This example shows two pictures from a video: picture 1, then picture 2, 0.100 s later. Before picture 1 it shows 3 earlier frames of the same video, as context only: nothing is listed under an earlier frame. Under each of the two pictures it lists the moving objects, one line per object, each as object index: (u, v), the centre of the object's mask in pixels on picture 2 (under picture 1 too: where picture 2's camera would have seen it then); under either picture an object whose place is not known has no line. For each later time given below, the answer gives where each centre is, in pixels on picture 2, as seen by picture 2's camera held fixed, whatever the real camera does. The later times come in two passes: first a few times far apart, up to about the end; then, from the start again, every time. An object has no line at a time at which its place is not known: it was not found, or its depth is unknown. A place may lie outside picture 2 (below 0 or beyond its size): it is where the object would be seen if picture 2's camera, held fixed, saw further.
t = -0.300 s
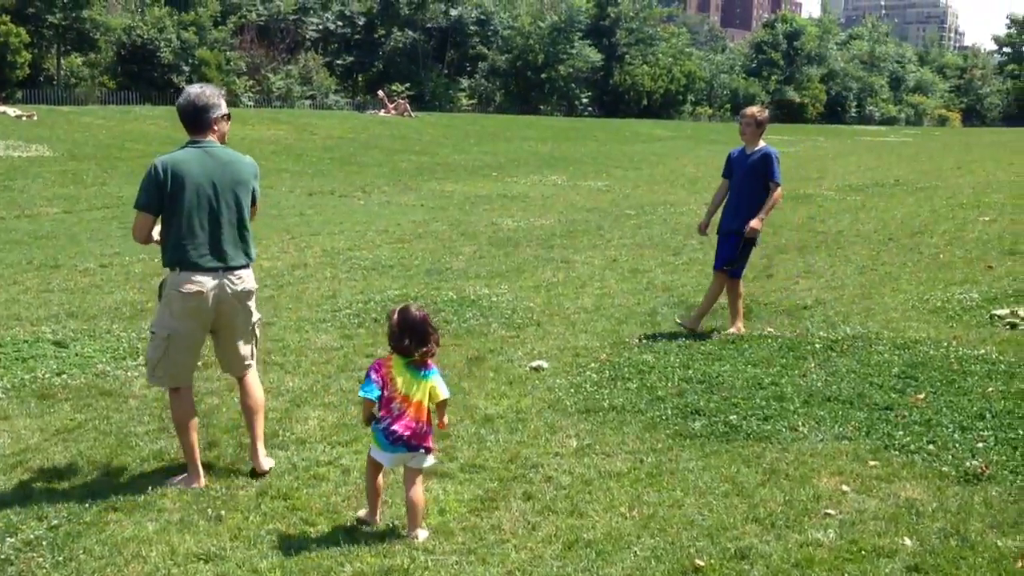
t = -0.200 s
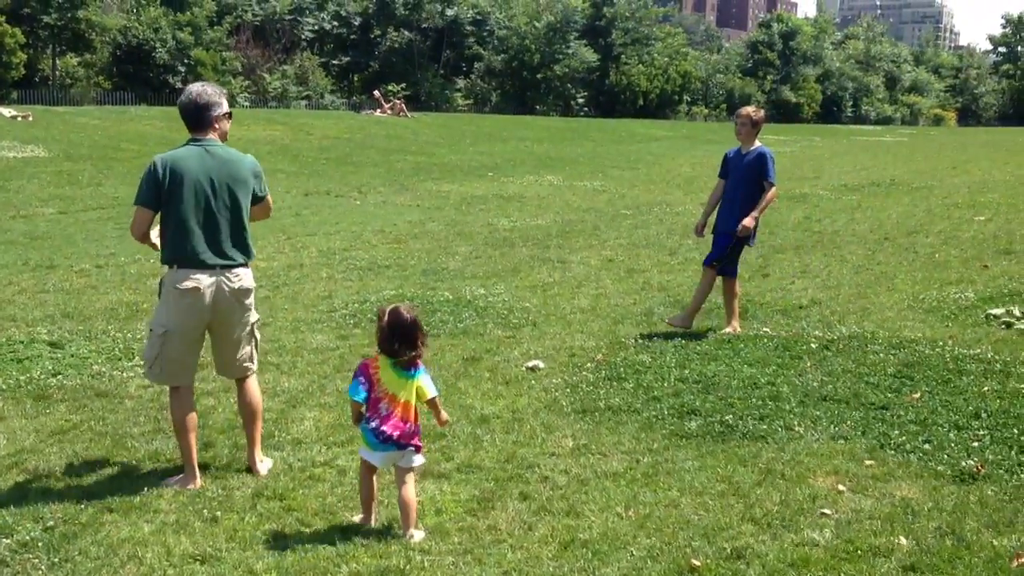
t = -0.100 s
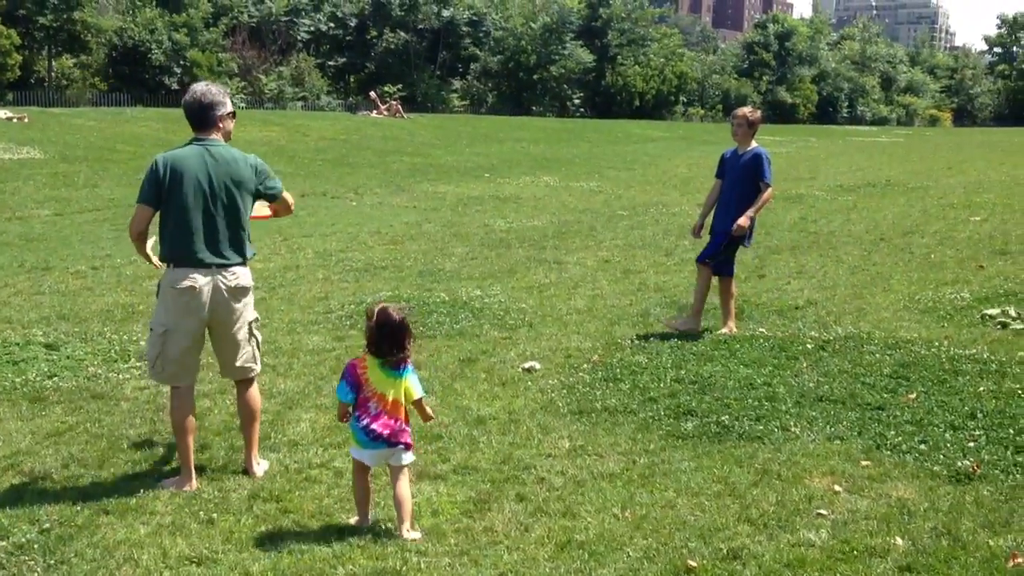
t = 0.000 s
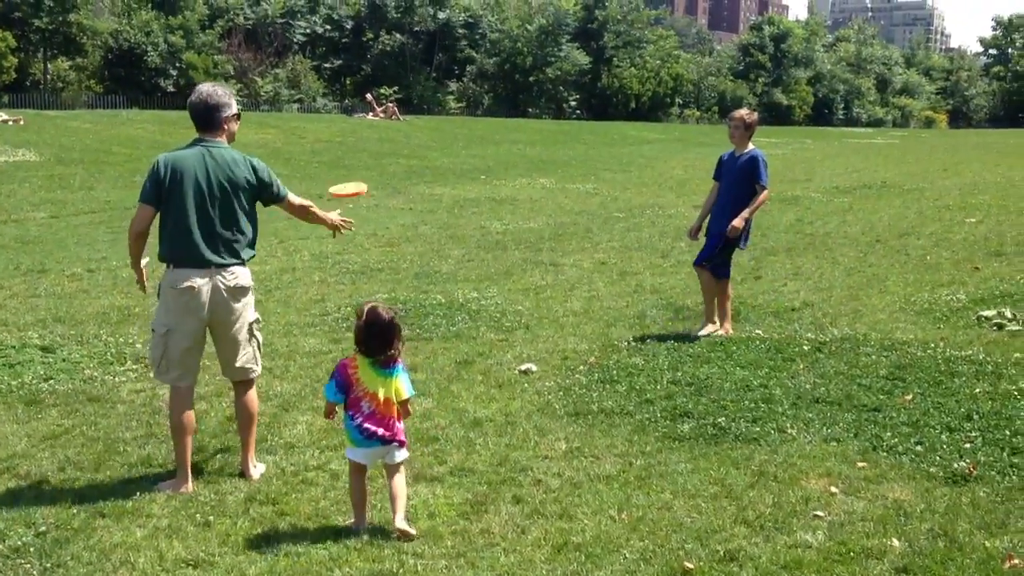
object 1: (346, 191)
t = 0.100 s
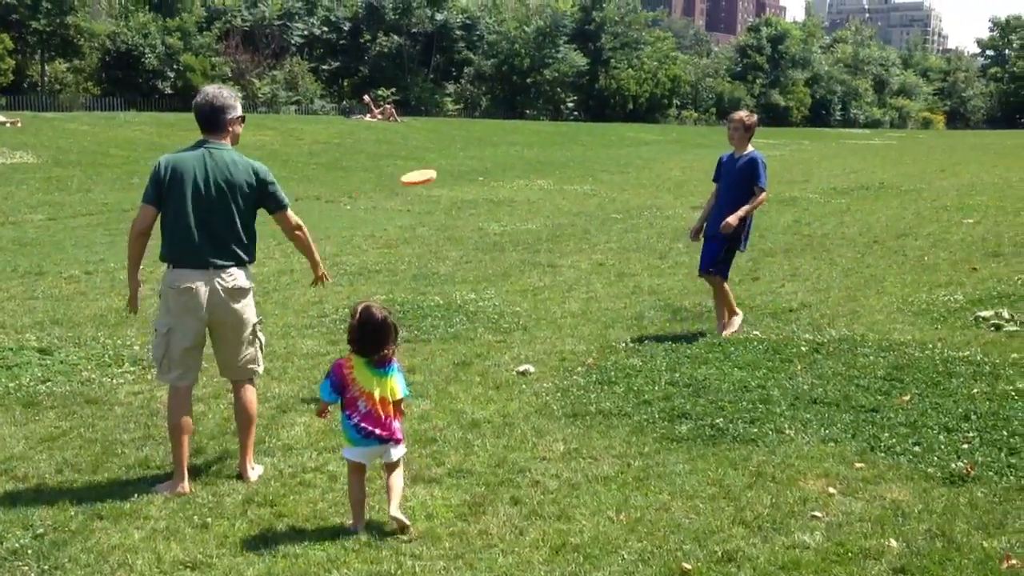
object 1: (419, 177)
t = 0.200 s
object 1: (477, 169)
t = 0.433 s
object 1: (572, 171)
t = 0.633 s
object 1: (607, 182)
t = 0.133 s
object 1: (439, 174)
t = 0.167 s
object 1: (459, 171)
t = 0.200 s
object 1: (477, 169)
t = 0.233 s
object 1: (493, 168)
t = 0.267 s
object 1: (509, 168)
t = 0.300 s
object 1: (525, 168)
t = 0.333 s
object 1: (539, 169)
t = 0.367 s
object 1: (551, 169)
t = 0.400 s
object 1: (562, 170)
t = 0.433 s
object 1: (572, 171)
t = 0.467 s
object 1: (581, 172)
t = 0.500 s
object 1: (588, 173)
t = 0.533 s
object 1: (594, 174)
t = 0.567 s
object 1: (599, 176)
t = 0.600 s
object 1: (603, 179)
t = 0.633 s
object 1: (607, 182)
